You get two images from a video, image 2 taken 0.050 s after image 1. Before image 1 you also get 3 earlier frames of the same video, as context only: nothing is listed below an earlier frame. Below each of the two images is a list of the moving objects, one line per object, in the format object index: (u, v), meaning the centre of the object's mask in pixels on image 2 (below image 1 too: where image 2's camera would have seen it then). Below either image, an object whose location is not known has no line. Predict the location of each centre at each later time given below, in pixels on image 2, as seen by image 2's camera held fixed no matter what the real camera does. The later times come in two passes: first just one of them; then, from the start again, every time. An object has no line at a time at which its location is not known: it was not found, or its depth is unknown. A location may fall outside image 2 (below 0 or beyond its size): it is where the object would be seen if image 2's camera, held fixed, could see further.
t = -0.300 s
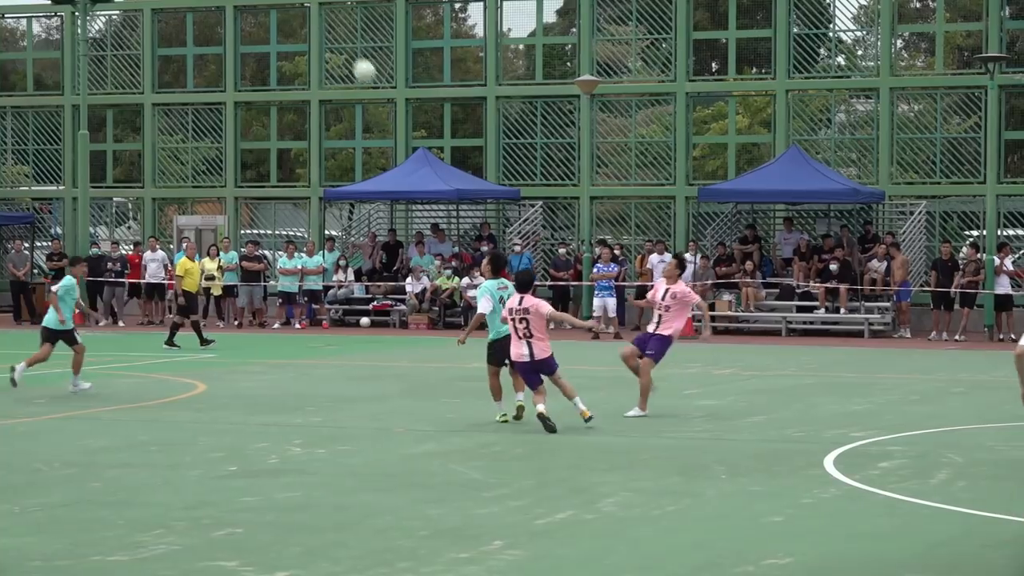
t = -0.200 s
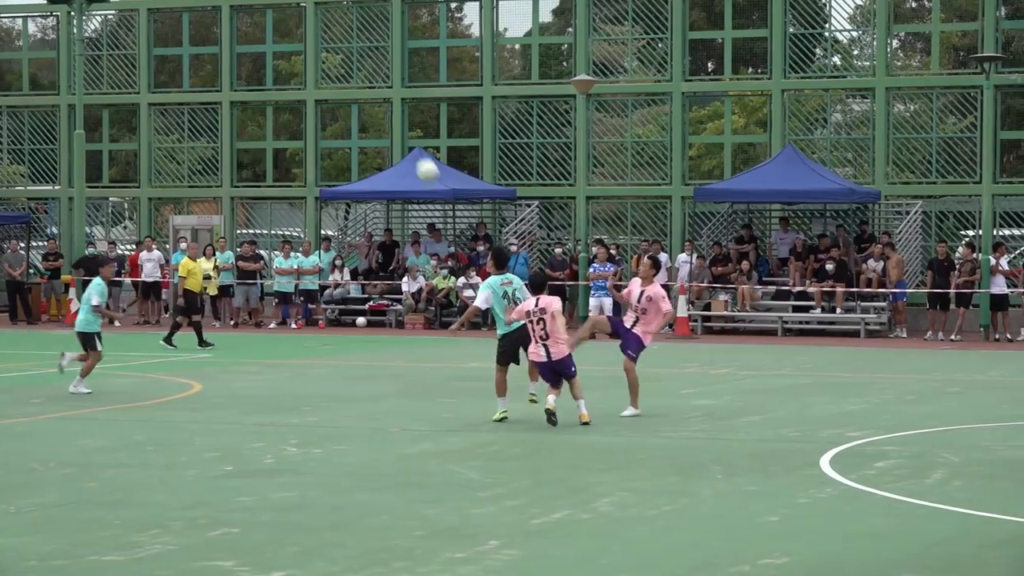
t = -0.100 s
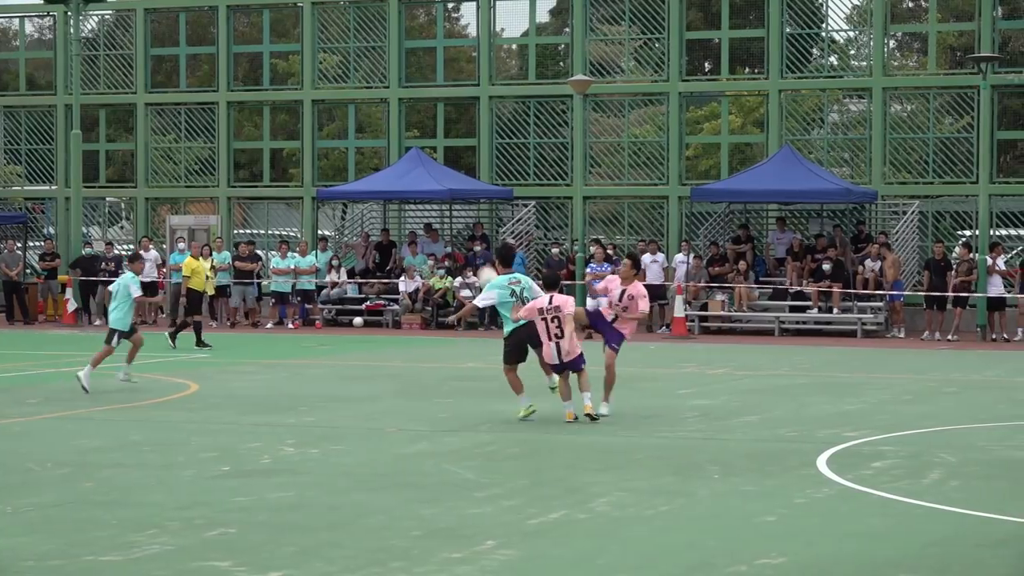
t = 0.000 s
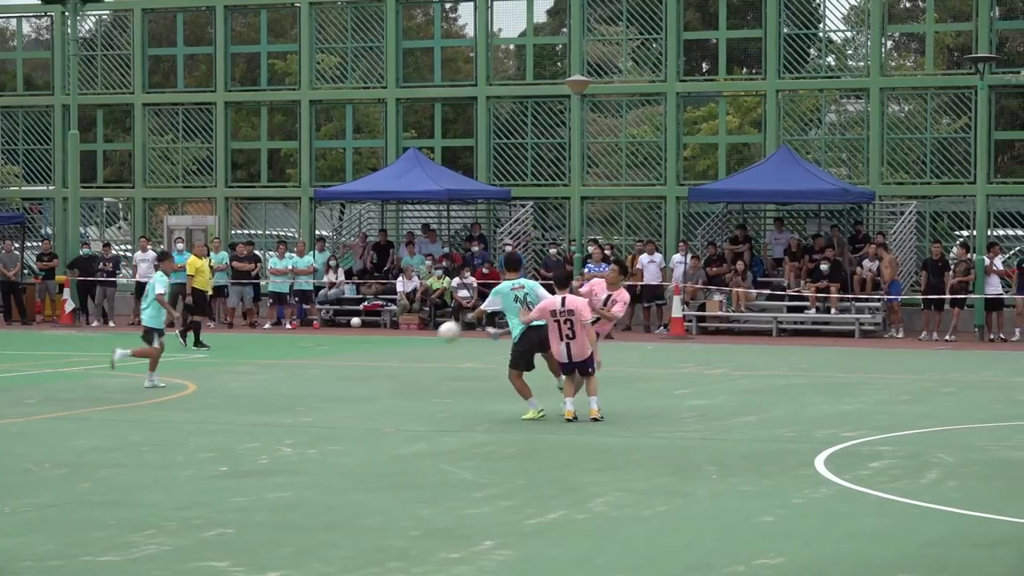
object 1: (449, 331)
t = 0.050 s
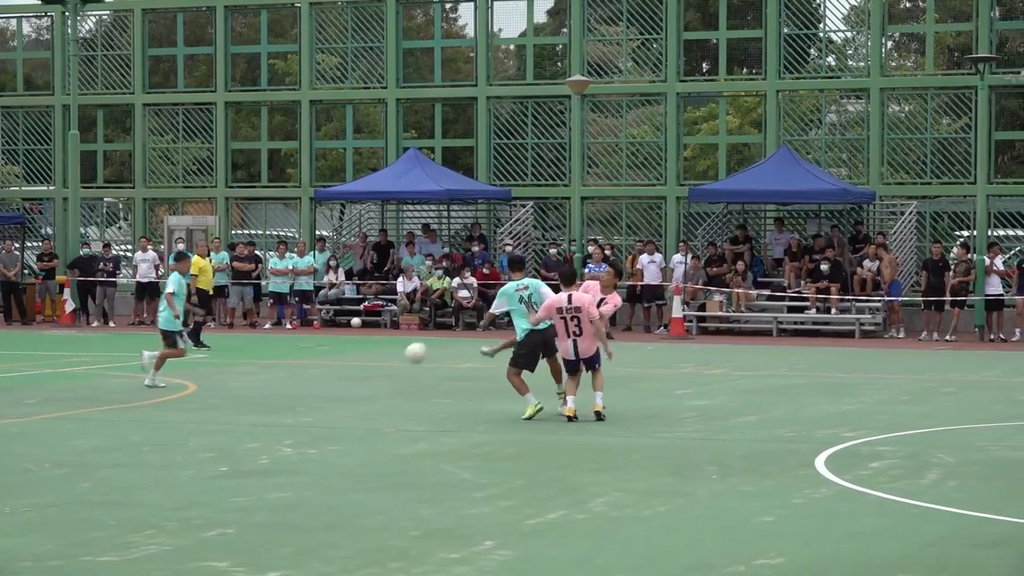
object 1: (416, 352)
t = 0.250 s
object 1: (294, 370)
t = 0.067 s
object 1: (405, 360)
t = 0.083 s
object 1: (394, 368)
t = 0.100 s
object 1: (383, 375)
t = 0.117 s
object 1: (372, 384)
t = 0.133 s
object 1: (361, 392)
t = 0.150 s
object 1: (350, 401)
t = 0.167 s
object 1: (339, 407)
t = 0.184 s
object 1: (330, 399)
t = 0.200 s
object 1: (321, 392)
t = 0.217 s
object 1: (312, 384)
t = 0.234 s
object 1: (303, 377)
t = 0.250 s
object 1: (294, 370)
